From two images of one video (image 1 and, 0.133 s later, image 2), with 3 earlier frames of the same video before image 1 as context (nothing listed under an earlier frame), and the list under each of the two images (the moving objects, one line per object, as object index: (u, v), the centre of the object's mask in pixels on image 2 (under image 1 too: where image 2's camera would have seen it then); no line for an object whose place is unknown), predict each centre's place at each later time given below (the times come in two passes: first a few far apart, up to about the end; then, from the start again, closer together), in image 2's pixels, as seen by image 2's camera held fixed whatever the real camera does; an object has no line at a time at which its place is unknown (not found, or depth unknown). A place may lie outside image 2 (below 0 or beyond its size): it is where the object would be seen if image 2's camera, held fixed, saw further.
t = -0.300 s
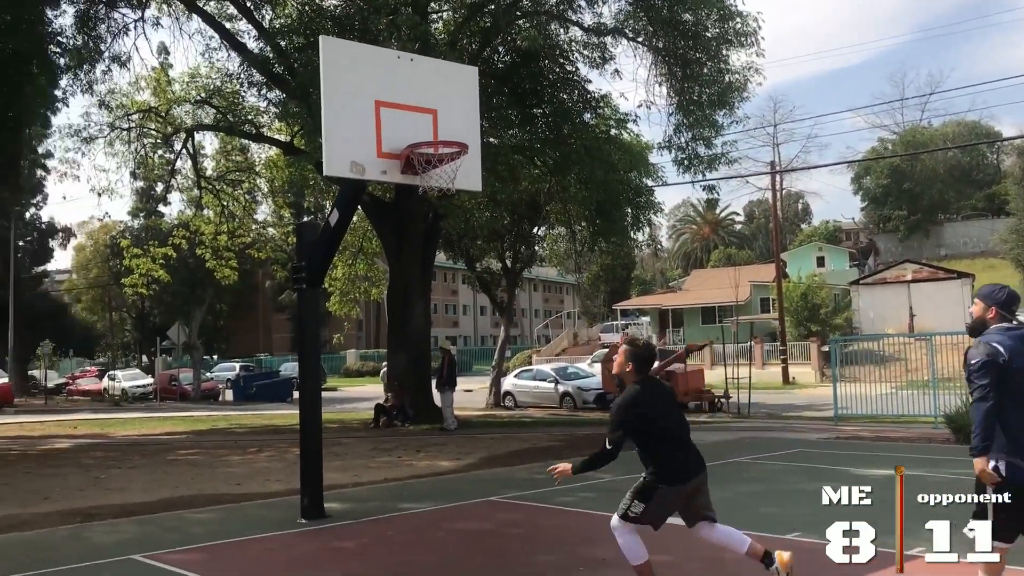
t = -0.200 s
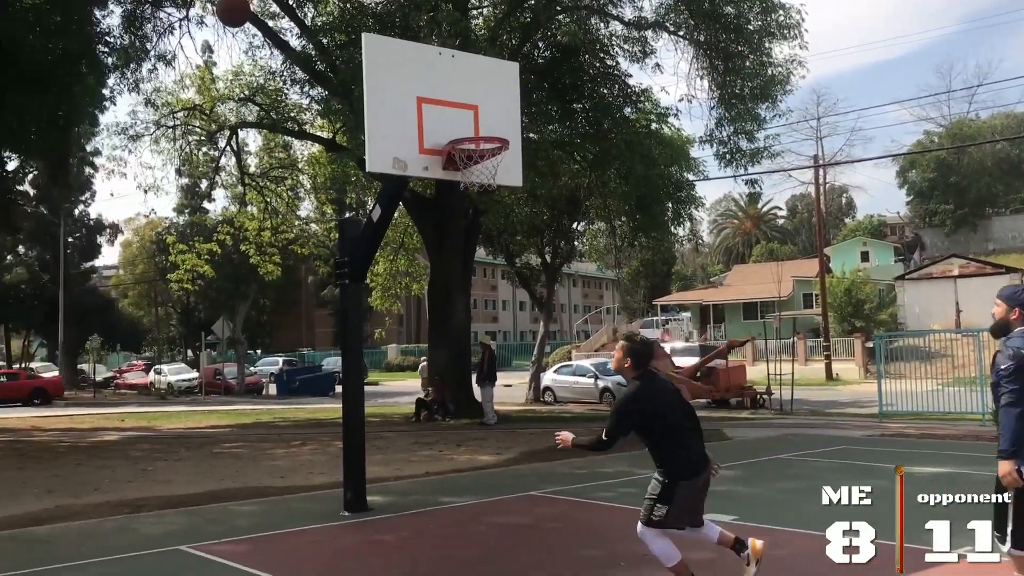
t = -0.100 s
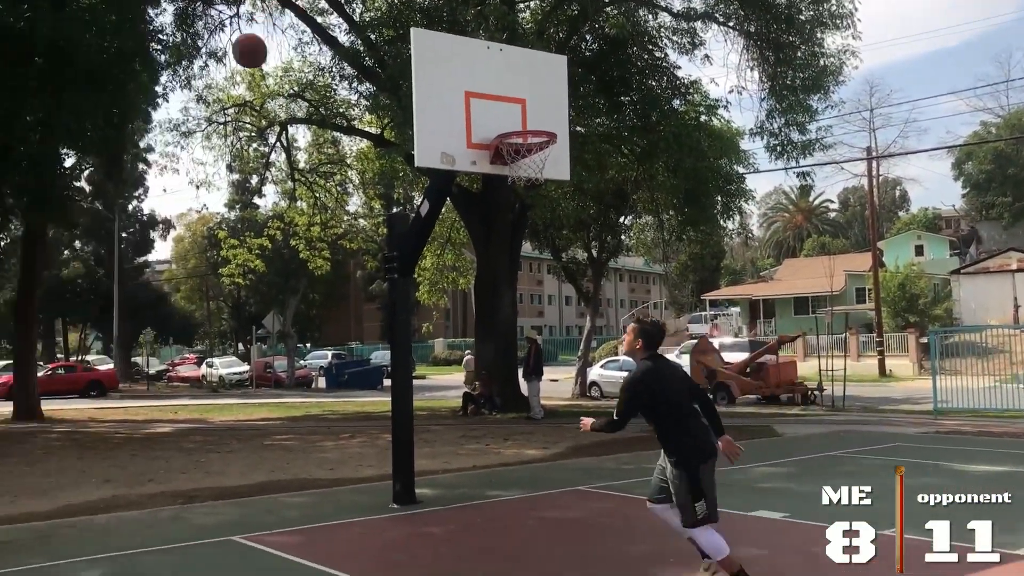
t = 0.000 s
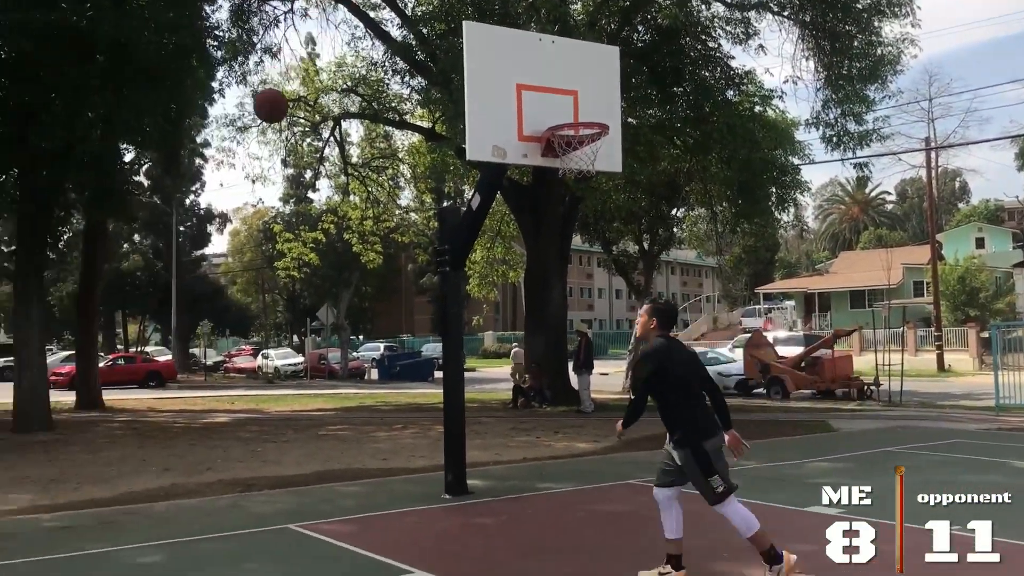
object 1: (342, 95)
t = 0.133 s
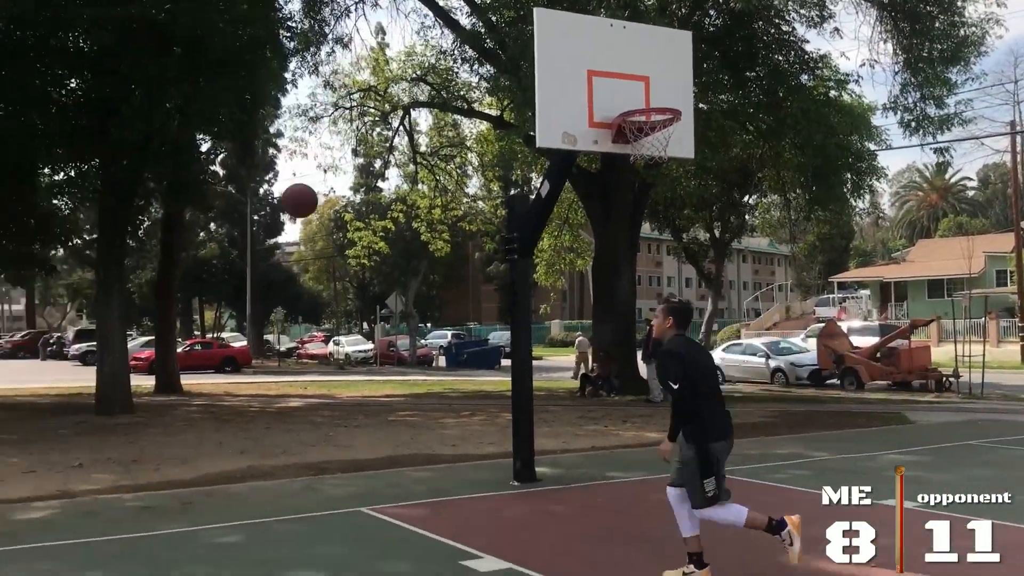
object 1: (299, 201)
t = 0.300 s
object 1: (248, 373)
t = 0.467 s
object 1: (185, 504)
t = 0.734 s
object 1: (119, 269)
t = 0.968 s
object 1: (54, 160)
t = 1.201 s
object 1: (-5, 129)
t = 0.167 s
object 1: (290, 231)
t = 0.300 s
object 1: (248, 373)
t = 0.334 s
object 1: (235, 415)
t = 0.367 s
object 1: (222, 459)
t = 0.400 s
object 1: (207, 506)
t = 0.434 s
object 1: (194, 541)
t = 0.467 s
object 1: (185, 504)
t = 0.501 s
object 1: (180, 467)
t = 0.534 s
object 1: (173, 432)
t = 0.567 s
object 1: (167, 400)
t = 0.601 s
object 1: (160, 372)
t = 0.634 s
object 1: (152, 341)
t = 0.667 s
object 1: (140, 316)
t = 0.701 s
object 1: (129, 292)
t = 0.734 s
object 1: (119, 269)
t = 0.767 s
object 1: (111, 248)
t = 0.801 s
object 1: (101, 230)
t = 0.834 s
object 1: (92, 212)
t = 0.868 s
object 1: (83, 196)
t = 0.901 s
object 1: (72, 183)
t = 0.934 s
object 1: (63, 171)
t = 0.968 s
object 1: (54, 160)
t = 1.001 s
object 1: (45, 151)
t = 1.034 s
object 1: (37, 143)
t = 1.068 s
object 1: (28, 137)
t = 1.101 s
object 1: (20, 133)
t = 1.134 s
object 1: (11, 130)
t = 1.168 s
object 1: (3, 129)
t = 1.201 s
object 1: (-5, 129)
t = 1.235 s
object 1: (-14, 131)
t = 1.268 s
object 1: (-22, 135)
